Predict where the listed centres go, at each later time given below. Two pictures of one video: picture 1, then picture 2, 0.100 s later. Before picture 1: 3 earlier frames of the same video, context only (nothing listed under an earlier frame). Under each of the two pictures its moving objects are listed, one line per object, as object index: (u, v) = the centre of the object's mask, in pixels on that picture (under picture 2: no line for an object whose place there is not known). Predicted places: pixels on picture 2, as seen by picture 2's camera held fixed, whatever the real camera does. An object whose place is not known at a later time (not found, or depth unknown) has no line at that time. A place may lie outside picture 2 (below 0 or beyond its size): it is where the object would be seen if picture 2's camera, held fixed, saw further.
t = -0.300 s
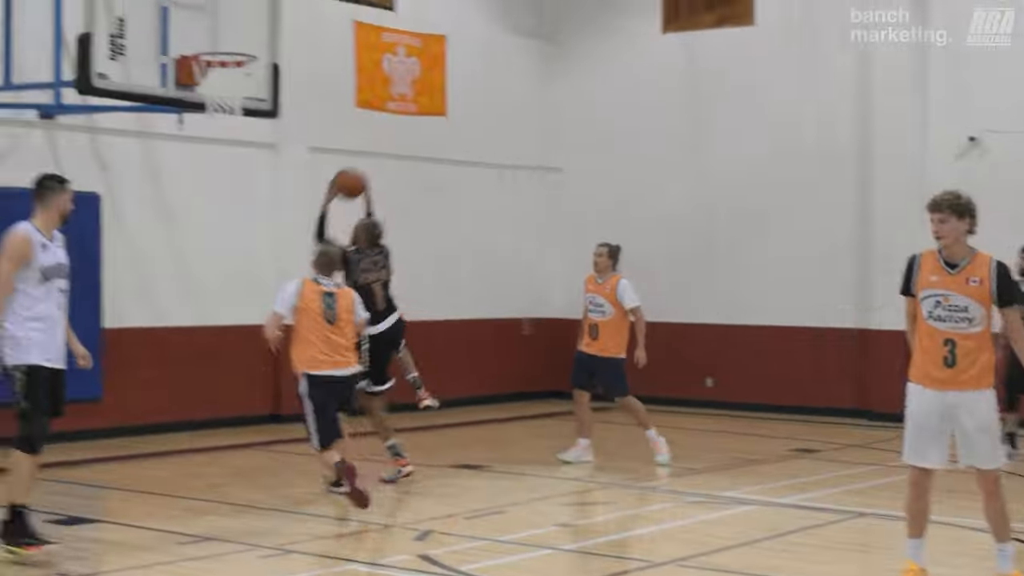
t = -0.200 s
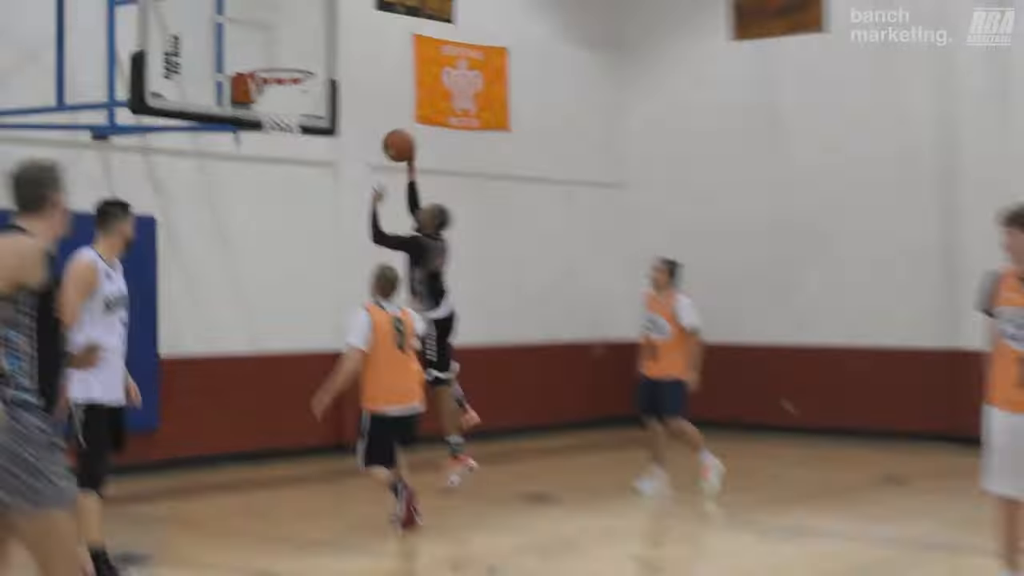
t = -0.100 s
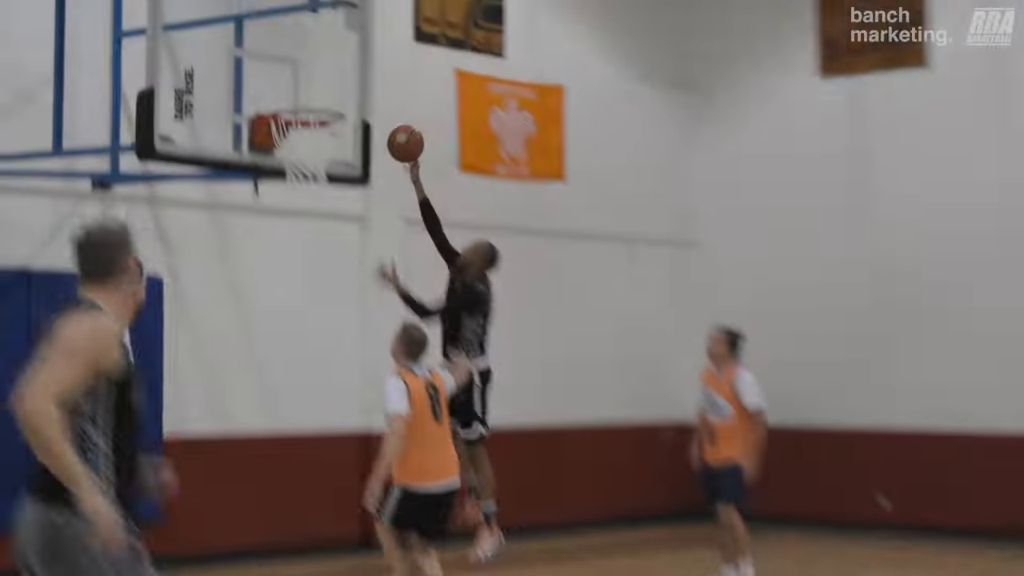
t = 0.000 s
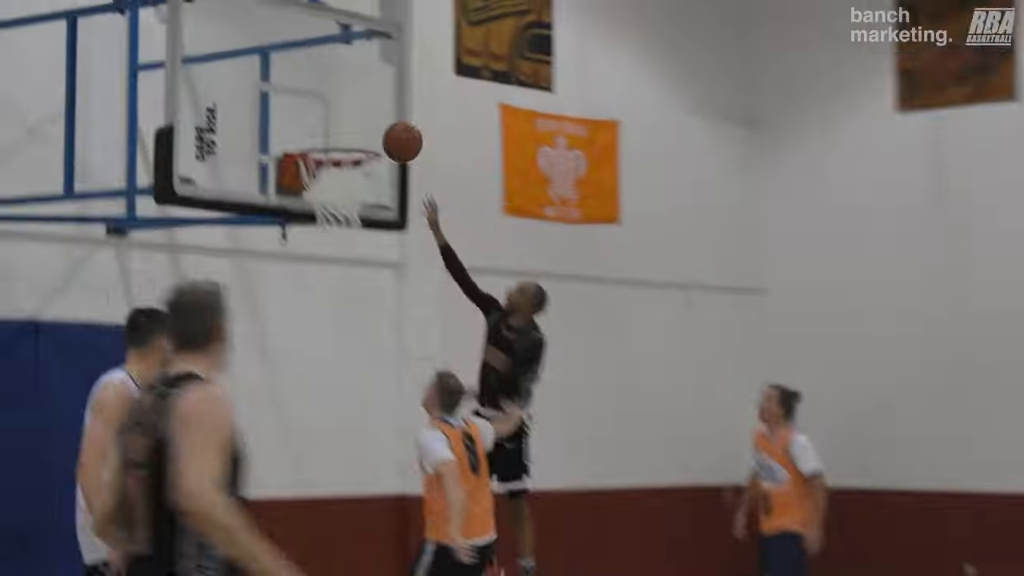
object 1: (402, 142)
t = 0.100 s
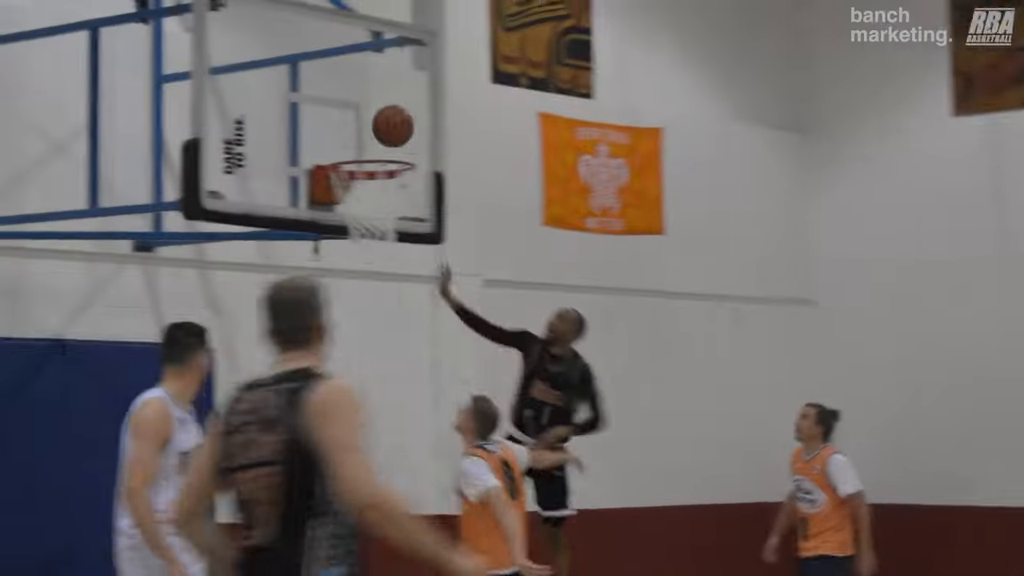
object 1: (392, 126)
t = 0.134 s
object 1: (378, 121)
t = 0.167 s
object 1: (374, 118)
